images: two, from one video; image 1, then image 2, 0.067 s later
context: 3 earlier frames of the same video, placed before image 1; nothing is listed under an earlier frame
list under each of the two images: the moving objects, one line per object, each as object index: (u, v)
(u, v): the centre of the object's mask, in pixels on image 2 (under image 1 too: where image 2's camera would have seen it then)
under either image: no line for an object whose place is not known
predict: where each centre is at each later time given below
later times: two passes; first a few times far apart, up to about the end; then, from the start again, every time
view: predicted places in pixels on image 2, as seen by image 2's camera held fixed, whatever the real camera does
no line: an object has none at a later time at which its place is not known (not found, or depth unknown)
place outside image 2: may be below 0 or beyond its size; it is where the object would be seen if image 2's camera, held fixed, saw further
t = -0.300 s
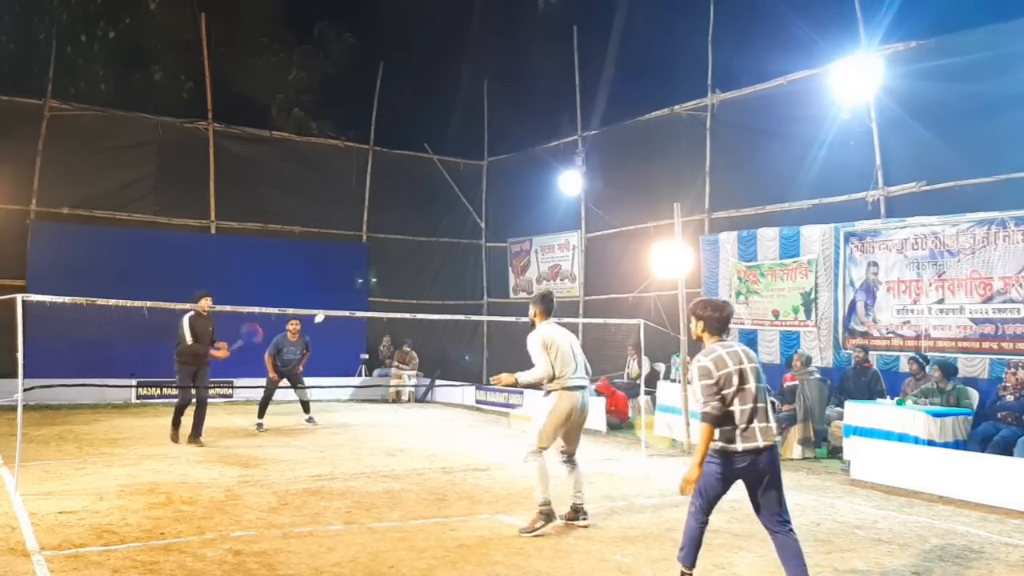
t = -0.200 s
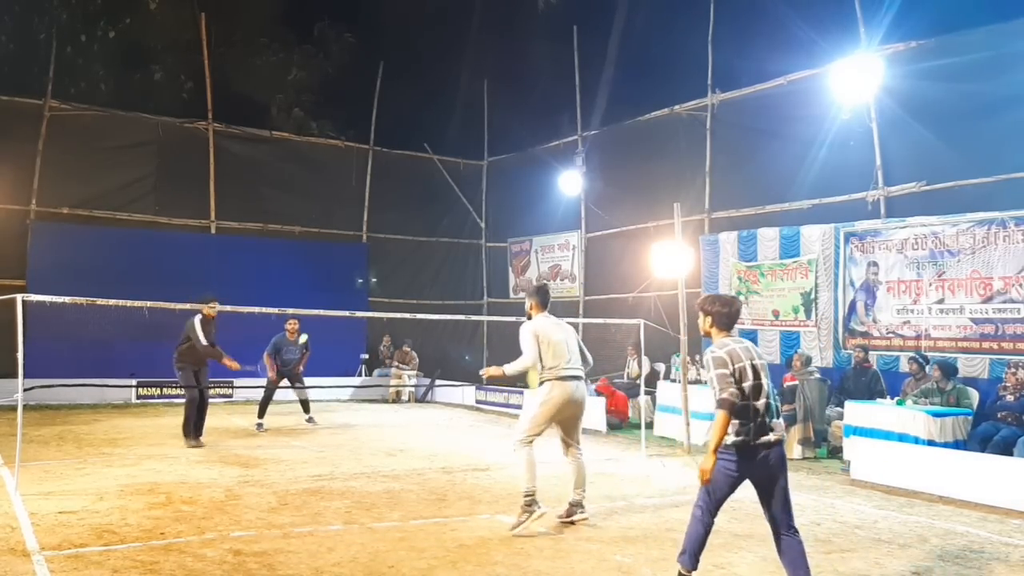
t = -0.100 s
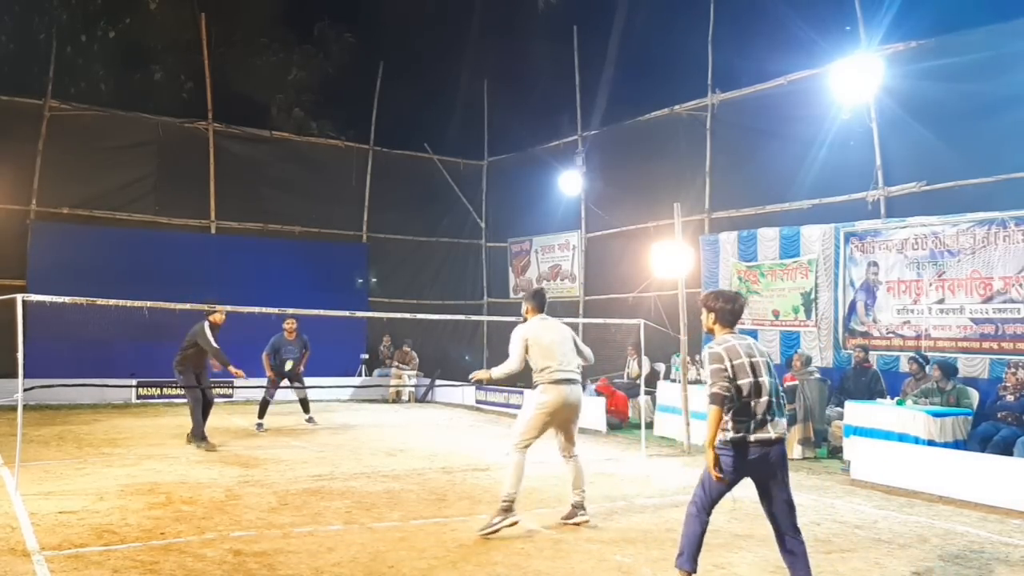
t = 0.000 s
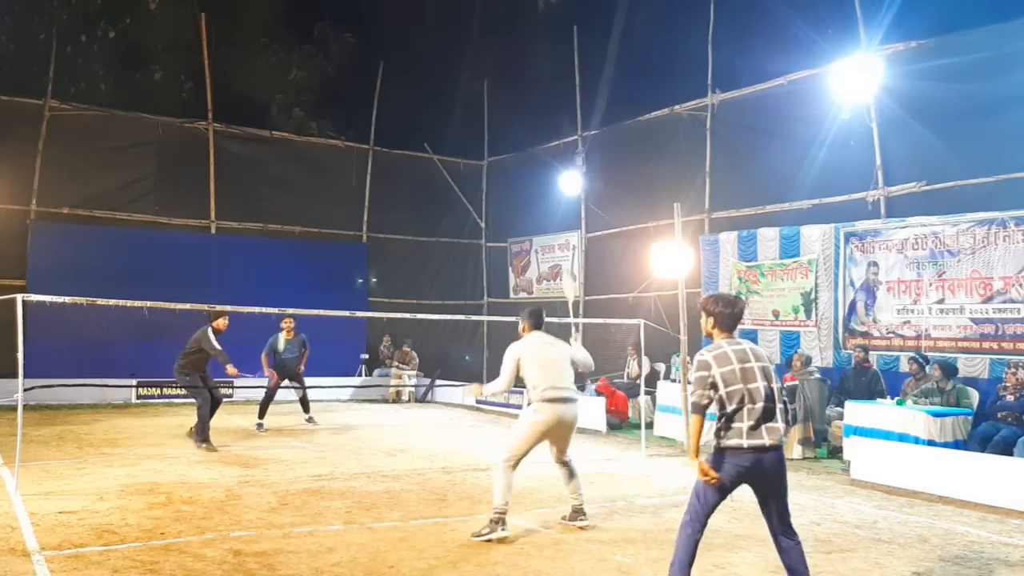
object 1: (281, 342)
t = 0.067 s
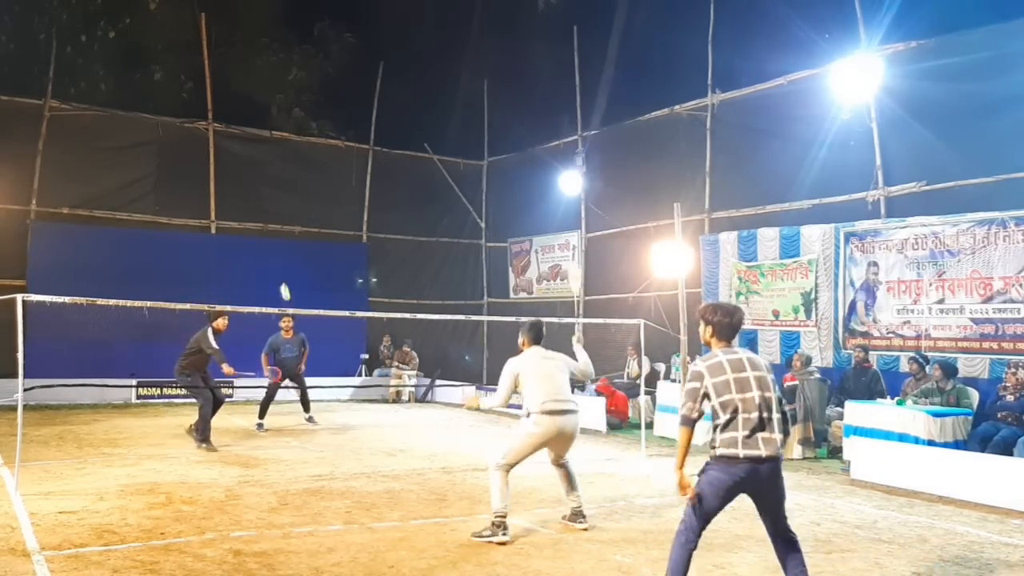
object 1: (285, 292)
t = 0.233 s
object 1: (280, 201)
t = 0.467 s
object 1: (273, 129)
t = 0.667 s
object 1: (261, 128)
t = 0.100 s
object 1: (282, 272)
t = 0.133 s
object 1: (282, 252)
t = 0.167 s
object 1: (282, 233)
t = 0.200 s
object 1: (281, 216)
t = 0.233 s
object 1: (280, 201)
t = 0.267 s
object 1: (280, 186)
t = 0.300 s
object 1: (279, 173)
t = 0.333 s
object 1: (278, 162)
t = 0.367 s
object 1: (277, 151)
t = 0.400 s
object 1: (276, 142)
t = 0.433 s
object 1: (274, 135)
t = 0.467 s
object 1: (273, 129)
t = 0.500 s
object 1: (271, 124)
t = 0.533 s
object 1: (270, 121)
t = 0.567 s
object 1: (268, 120)
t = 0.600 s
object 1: (266, 121)
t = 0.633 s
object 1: (264, 124)
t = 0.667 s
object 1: (261, 128)
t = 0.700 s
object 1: (259, 136)
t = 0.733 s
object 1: (256, 144)
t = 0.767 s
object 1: (253, 157)
